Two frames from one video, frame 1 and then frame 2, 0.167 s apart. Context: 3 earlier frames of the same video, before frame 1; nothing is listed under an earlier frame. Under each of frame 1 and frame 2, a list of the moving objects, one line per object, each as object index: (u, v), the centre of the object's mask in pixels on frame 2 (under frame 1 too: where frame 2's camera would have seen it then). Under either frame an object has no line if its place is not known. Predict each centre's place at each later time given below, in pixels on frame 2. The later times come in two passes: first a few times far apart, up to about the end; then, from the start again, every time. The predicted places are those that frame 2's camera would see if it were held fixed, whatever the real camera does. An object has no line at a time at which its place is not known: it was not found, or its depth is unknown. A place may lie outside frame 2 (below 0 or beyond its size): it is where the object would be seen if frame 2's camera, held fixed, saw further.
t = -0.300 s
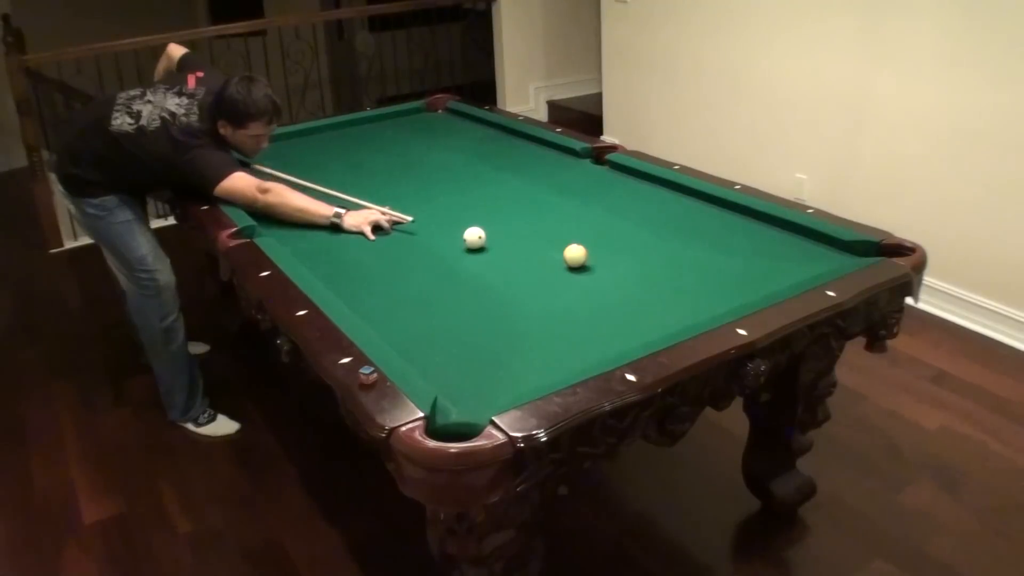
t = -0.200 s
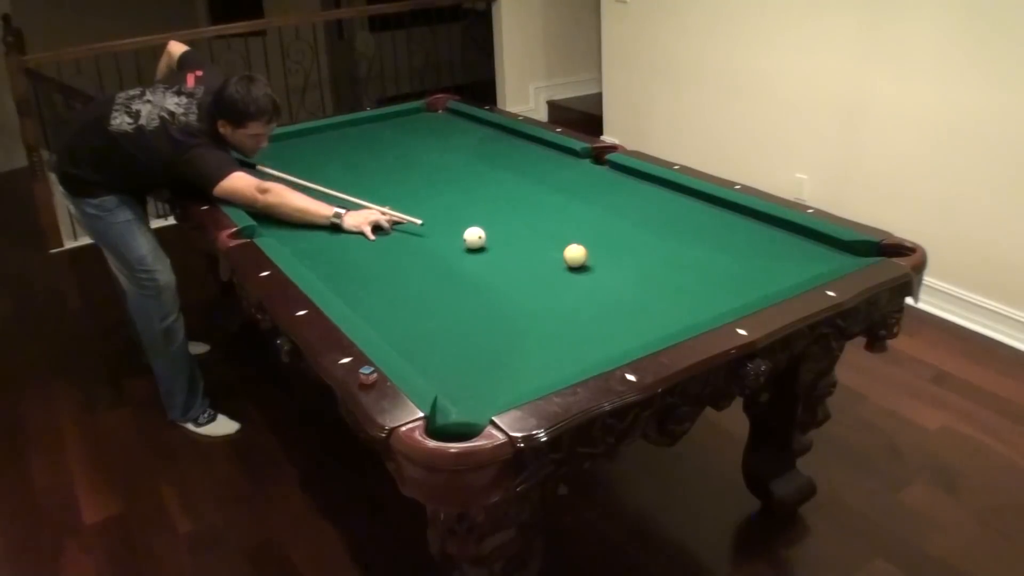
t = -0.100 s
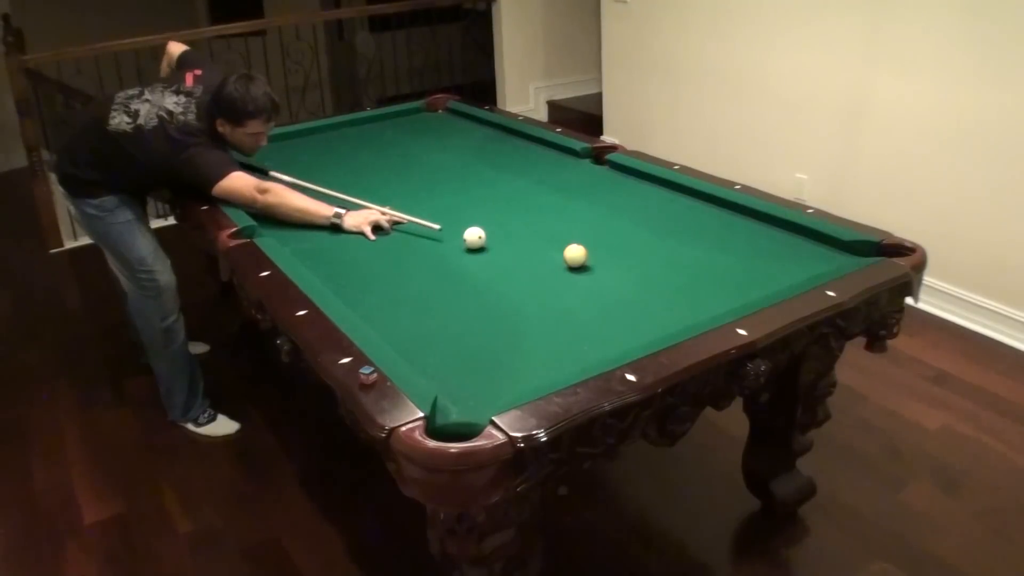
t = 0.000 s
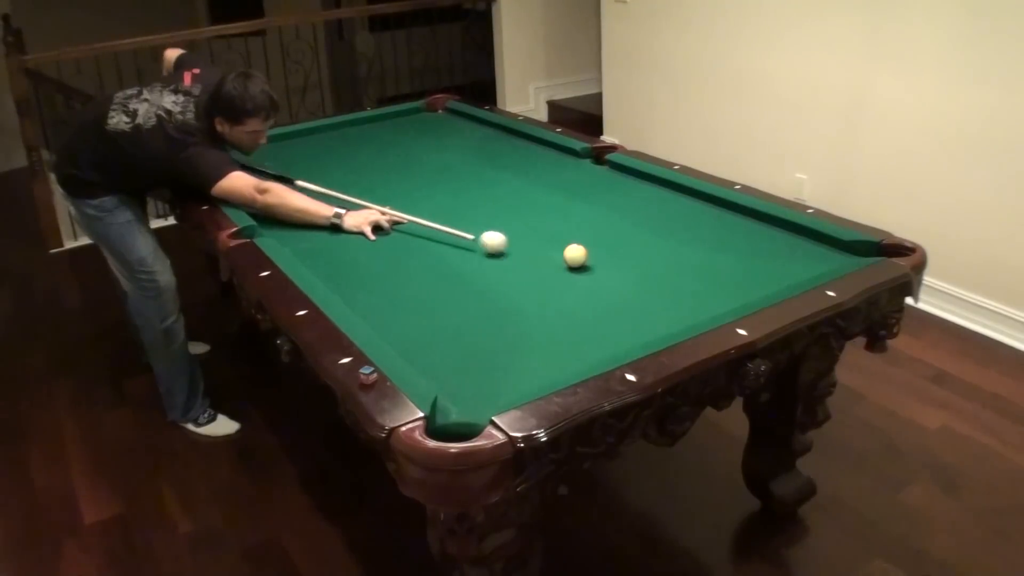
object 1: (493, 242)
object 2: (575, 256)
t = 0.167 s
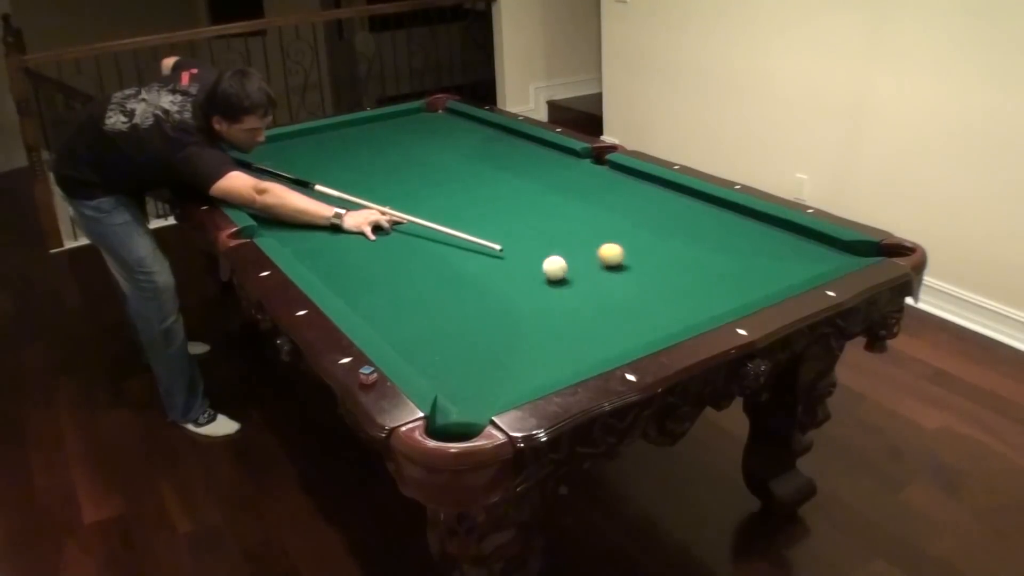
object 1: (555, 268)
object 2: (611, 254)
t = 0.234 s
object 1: (560, 279)
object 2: (638, 254)
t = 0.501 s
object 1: (584, 325)
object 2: (731, 252)
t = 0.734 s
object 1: (568, 352)
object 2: (807, 251)
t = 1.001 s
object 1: (488, 346)
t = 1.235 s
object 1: (423, 340)
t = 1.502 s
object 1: (395, 324)
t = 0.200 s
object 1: (557, 273)
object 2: (625, 254)
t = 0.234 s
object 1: (560, 279)
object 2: (638, 254)
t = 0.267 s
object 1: (563, 284)
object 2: (651, 254)
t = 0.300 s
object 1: (566, 289)
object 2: (662, 254)
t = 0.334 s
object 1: (568, 295)
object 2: (673, 253)
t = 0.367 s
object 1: (571, 301)
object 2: (685, 253)
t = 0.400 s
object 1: (574, 306)
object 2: (697, 253)
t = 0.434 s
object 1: (577, 313)
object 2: (708, 253)
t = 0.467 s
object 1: (581, 319)
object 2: (719, 252)
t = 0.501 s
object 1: (584, 325)
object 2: (731, 252)
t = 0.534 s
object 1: (587, 332)
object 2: (741, 252)
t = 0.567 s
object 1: (591, 339)
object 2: (752, 252)
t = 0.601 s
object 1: (594, 345)
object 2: (764, 252)
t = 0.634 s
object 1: (597, 350)
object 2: (775, 252)
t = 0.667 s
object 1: (590, 352)
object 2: (785, 251)
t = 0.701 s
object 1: (578, 352)
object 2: (796, 251)
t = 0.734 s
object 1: (568, 352)
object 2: (807, 251)
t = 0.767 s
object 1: (558, 352)
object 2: (817, 251)
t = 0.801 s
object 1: (548, 350)
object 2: (828, 250)
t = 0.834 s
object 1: (538, 350)
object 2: (838, 250)
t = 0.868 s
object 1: (527, 349)
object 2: (848, 250)
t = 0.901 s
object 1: (518, 348)
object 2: (858, 248)
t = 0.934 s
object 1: (507, 347)
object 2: (868, 249)
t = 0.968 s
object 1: (497, 347)
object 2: (876, 253)
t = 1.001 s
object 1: (488, 346)
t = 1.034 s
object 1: (478, 345)
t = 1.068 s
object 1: (469, 344)
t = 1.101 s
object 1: (459, 343)
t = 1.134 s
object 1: (450, 342)
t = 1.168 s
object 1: (441, 342)
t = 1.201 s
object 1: (432, 341)
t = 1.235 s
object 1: (423, 340)
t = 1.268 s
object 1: (414, 339)
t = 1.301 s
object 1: (405, 339)
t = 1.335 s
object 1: (397, 337)
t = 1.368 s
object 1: (391, 335)
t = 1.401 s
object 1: (392, 333)
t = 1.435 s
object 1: (393, 330)
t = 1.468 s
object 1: (394, 327)
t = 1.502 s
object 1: (395, 324)
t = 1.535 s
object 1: (396, 322)
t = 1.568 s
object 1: (397, 319)
